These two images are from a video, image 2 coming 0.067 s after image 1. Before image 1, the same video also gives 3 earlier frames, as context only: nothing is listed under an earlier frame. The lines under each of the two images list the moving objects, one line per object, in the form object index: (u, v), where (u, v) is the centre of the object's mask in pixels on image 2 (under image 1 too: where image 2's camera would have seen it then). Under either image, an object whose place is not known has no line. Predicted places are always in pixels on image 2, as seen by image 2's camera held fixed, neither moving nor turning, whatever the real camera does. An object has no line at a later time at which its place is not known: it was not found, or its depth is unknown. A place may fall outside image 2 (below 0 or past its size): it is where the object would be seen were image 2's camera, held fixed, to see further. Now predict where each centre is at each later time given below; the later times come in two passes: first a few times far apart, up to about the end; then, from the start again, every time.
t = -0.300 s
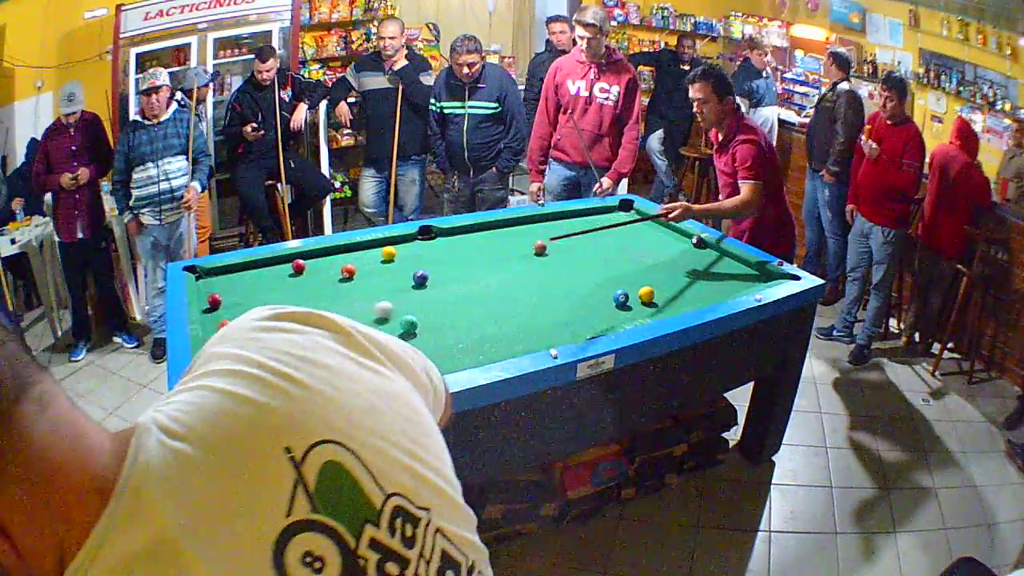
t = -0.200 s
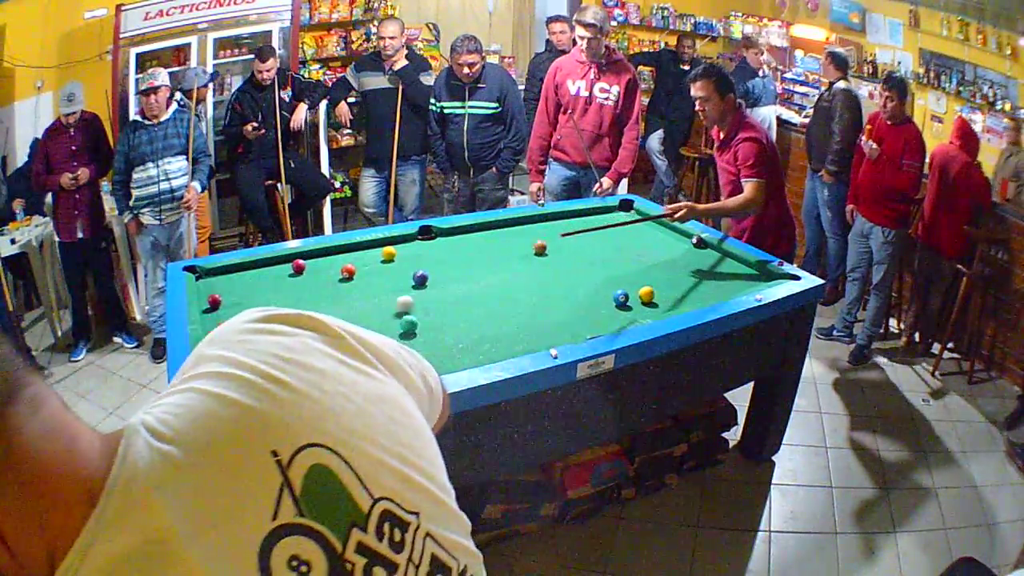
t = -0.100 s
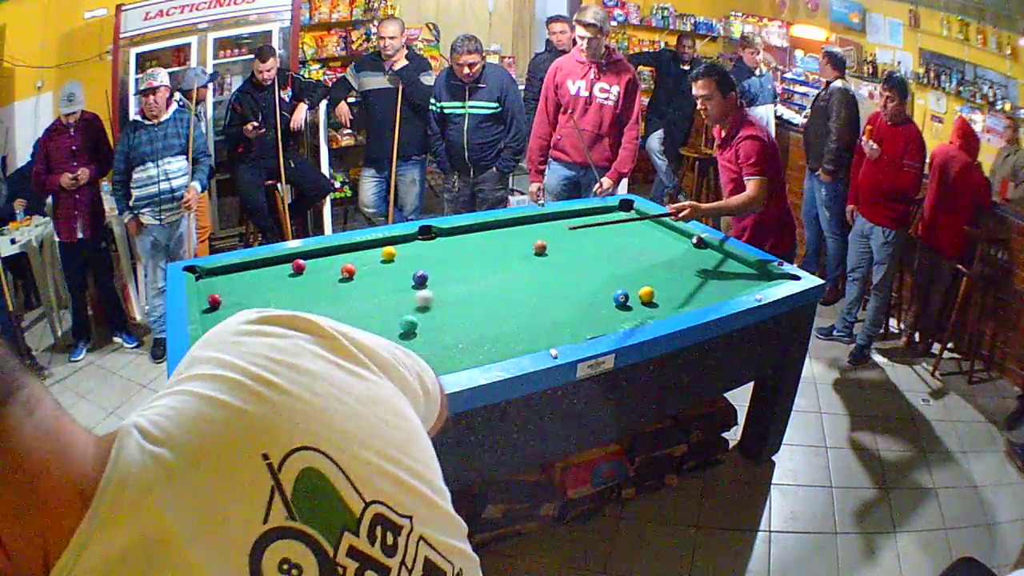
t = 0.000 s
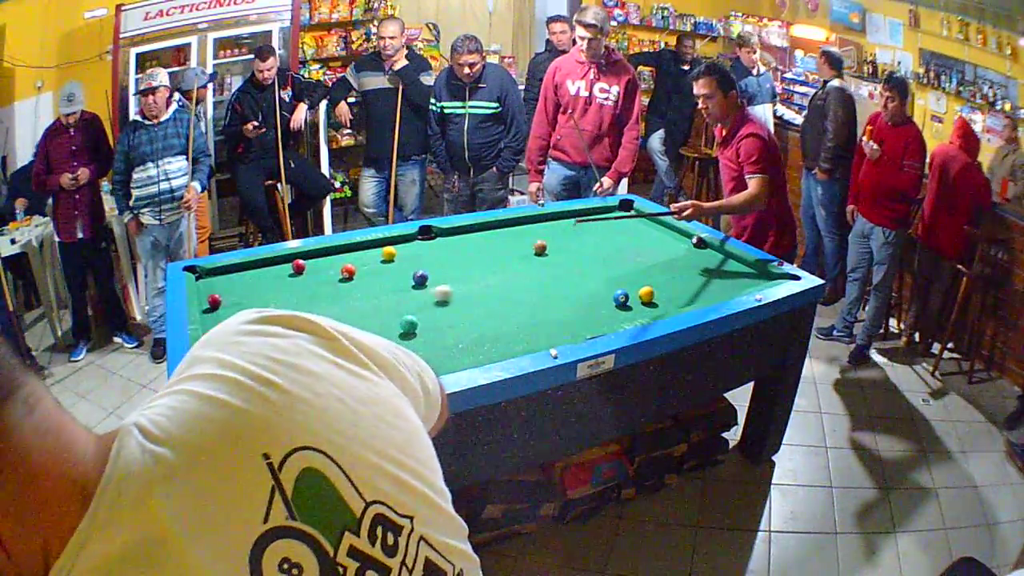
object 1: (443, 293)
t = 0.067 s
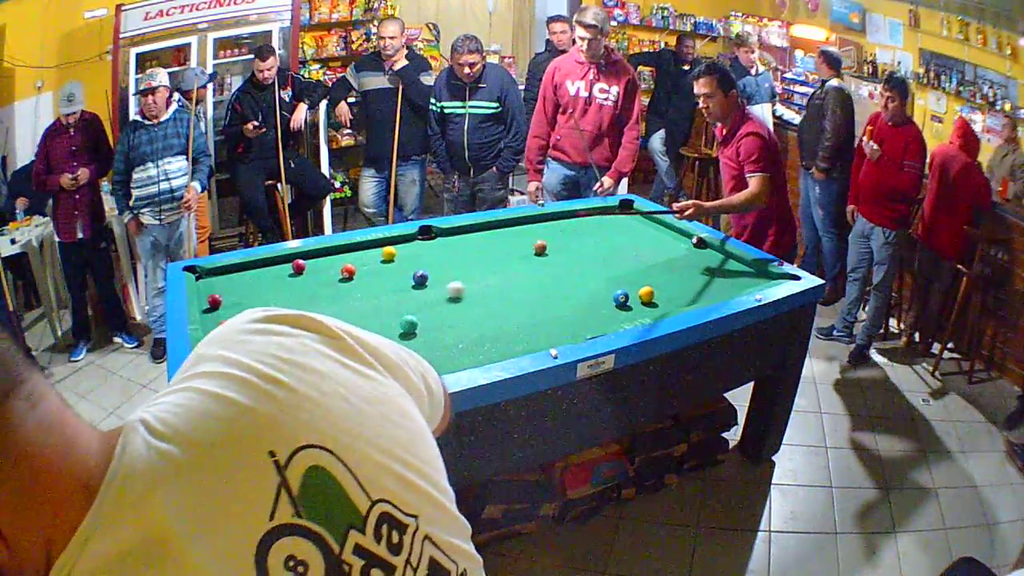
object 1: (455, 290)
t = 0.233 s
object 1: (484, 282)
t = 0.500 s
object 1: (525, 270)
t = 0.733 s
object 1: (556, 261)
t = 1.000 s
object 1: (588, 252)
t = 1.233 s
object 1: (613, 245)
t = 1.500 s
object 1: (636, 238)
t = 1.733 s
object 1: (654, 234)
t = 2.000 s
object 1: (670, 228)
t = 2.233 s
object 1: (655, 229)
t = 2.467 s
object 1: (640, 230)
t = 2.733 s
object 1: (624, 231)
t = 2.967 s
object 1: (612, 232)
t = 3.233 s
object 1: (599, 233)
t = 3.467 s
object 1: (589, 233)
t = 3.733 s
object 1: (579, 234)
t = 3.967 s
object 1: (572, 235)
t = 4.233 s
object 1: (566, 235)
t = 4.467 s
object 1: (561, 235)
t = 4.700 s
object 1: (559, 236)
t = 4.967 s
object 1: (557, 236)
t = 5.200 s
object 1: (557, 236)
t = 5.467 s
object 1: (556, 236)
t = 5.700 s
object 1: (556, 236)
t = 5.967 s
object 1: (557, 236)
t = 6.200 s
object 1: (557, 236)
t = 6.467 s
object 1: (557, 236)
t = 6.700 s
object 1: (557, 236)
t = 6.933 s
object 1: (556, 236)
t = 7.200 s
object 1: (556, 236)
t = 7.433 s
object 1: (557, 236)
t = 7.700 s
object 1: (556, 236)
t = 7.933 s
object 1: (556, 236)
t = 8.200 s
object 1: (556, 236)
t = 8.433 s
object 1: (556, 236)
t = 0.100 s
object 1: (461, 288)
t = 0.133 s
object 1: (467, 287)
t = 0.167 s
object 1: (473, 285)
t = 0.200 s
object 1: (478, 284)
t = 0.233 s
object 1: (484, 282)
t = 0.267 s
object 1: (490, 281)
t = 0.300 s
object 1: (495, 279)
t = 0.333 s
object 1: (500, 277)
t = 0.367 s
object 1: (505, 276)
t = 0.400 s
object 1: (510, 275)
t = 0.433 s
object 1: (516, 273)
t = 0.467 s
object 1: (520, 272)
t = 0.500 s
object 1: (525, 270)
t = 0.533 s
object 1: (529, 268)
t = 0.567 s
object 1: (533, 268)
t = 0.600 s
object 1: (539, 266)
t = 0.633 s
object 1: (543, 265)
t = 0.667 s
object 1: (548, 264)
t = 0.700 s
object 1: (552, 263)
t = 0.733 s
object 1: (556, 261)
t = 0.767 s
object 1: (560, 260)
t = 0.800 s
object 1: (565, 259)
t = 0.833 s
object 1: (569, 258)
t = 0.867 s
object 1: (573, 256)
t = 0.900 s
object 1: (577, 256)
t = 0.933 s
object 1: (580, 255)
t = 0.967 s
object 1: (584, 253)
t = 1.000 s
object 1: (588, 252)
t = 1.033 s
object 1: (592, 251)
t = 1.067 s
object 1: (595, 250)
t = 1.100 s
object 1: (598, 249)
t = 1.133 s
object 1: (602, 248)
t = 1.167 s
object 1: (606, 247)
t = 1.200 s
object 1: (609, 246)
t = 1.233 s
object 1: (613, 245)
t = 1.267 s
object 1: (615, 244)
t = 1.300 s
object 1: (619, 244)
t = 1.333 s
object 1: (621, 243)
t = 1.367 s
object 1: (624, 242)
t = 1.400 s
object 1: (627, 241)
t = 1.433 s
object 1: (630, 240)
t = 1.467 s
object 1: (633, 239)
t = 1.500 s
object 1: (636, 238)
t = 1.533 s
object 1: (638, 238)
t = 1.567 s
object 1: (641, 237)
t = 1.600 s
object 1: (644, 236)
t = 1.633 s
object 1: (646, 236)
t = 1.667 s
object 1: (649, 235)
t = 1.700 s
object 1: (651, 234)
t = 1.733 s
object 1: (654, 234)
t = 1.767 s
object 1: (657, 232)
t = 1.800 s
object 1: (658, 232)
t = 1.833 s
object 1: (660, 231)
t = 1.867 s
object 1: (663, 230)
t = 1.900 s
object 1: (665, 230)
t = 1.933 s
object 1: (668, 229)
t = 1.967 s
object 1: (670, 228)
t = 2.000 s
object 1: (670, 228)
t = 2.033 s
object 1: (668, 228)
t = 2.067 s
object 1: (666, 228)
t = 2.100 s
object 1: (664, 229)
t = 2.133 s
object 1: (661, 229)
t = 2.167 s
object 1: (659, 229)
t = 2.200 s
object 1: (657, 229)
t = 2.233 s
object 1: (655, 229)
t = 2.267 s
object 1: (653, 229)
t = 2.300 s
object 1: (651, 230)
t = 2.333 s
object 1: (648, 230)
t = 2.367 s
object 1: (646, 230)
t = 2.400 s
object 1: (644, 230)
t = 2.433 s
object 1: (642, 230)
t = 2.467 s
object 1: (640, 230)
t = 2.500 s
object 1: (639, 230)
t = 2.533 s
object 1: (636, 230)
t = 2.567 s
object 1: (634, 231)
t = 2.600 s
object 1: (632, 231)
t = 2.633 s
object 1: (630, 231)
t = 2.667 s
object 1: (628, 231)
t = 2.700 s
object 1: (626, 231)
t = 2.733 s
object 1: (624, 231)
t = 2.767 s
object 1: (623, 231)
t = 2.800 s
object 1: (621, 231)
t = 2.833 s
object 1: (619, 231)
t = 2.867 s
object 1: (617, 232)
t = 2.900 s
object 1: (615, 232)
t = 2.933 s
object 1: (614, 232)
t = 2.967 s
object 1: (612, 232)
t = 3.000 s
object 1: (610, 232)
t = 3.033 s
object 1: (608, 232)
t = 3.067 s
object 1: (607, 232)
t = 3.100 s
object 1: (605, 232)
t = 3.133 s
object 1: (604, 232)
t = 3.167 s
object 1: (602, 232)
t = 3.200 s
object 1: (600, 232)
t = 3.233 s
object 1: (599, 233)
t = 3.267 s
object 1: (598, 233)
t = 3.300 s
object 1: (596, 233)
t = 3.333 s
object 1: (595, 233)
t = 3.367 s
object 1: (593, 233)
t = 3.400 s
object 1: (592, 233)
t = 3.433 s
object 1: (590, 233)
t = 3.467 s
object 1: (589, 233)
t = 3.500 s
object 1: (588, 233)
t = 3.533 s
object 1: (586, 234)
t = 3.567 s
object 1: (585, 234)
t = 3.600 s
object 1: (584, 234)
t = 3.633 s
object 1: (583, 234)
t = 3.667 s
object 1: (581, 234)
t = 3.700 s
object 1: (580, 234)
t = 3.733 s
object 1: (579, 234)
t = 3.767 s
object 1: (578, 234)
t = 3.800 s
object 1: (577, 234)
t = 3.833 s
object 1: (576, 234)
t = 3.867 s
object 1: (575, 234)
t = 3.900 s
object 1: (574, 234)
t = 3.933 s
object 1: (573, 235)
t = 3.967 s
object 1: (572, 235)
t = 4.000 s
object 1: (571, 235)
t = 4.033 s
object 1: (570, 235)
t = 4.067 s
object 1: (570, 235)
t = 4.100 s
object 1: (569, 235)
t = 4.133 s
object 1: (568, 235)
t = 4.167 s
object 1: (567, 235)
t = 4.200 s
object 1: (566, 235)
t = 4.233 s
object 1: (566, 235)
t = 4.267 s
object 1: (565, 235)
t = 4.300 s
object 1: (564, 235)
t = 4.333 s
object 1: (564, 235)
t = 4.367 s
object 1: (563, 235)
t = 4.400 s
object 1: (563, 235)
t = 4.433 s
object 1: (562, 235)
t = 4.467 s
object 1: (561, 235)
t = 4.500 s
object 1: (561, 235)
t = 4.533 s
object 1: (561, 235)
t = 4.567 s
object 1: (560, 236)
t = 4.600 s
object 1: (560, 236)
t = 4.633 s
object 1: (559, 236)
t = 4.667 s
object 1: (559, 236)
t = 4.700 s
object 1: (559, 236)
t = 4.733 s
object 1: (559, 236)
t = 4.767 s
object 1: (558, 236)
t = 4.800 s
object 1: (558, 236)
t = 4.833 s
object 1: (558, 236)
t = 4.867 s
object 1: (558, 236)
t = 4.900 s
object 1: (558, 236)
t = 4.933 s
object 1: (557, 236)
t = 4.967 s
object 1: (557, 236)
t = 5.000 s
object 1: (557, 236)
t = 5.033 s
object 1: (557, 236)
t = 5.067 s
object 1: (557, 236)
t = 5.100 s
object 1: (557, 236)
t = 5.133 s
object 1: (557, 236)
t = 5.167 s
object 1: (557, 236)
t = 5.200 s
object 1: (557, 236)
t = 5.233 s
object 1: (556, 236)
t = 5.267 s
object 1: (556, 236)
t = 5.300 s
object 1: (556, 236)
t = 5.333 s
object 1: (556, 236)
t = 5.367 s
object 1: (556, 236)
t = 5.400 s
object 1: (556, 236)
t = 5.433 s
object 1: (556, 236)
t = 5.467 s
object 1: (556, 236)
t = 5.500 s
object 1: (556, 236)
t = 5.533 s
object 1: (556, 236)
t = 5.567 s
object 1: (556, 236)
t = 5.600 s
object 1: (556, 236)
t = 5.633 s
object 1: (556, 236)
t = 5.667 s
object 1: (556, 236)
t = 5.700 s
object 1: (556, 236)
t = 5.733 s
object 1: (556, 236)
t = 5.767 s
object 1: (556, 236)
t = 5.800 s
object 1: (556, 236)
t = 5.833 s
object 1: (557, 236)
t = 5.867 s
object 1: (557, 236)
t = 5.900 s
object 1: (557, 236)
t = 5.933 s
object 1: (557, 236)
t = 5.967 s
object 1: (557, 236)
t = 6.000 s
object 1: (557, 236)
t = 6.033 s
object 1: (557, 236)
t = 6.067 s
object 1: (557, 236)
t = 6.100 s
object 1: (557, 236)
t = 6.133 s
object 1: (557, 236)
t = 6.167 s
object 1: (557, 236)
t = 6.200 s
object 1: (557, 236)
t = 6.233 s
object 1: (557, 236)
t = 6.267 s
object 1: (557, 236)
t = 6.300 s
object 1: (557, 236)
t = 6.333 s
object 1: (557, 236)
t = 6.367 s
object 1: (557, 236)
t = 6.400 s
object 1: (557, 236)
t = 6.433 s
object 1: (557, 236)
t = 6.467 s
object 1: (557, 236)
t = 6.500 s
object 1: (557, 236)
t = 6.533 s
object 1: (557, 236)
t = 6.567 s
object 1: (557, 236)
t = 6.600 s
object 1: (557, 236)
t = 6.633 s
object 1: (557, 236)
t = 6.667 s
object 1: (557, 236)
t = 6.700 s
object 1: (557, 236)
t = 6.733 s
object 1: (557, 236)
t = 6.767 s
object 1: (557, 236)
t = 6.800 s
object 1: (557, 236)
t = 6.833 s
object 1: (556, 236)
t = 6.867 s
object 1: (556, 236)
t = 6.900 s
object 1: (556, 236)
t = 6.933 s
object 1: (556, 236)
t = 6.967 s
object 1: (556, 236)
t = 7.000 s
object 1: (556, 236)
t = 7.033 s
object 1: (556, 236)
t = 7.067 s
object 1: (556, 236)
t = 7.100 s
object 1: (556, 236)
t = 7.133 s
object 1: (556, 236)
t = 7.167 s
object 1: (556, 236)
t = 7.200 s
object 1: (556, 236)
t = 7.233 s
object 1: (556, 236)
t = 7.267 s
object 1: (556, 236)
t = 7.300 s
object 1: (557, 236)
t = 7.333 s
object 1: (557, 236)
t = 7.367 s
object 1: (557, 236)
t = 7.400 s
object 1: (557, 236)
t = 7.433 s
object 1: (557, 236)
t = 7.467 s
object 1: (557, 236)
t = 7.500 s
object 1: (556, 236)
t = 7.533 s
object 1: (556, 236)
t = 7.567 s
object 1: (556, 236)
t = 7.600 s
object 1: (556, 236)
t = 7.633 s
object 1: (556, 236)
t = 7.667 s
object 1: (556, 236)
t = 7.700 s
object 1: (556, 236)
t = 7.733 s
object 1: (556, 236)
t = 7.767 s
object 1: (556, 236)
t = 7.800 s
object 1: (556, 236)
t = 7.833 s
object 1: (556, 236)
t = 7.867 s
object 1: (556, 236)
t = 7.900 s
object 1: (556, 236)
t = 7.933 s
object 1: (556, 236)
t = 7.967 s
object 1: (556, 236)
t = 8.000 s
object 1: (557, 236)
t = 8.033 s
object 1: (557, 236)
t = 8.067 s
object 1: (557, 236)
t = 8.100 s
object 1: (556, 236)
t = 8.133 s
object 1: (556, 236)
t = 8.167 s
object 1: (556, 236)
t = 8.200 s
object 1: (556, 236)
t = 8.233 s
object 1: (556, 236)
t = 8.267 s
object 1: (556, 236)
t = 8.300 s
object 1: (556, 236)
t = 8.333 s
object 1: (556, 236)
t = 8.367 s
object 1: (556, 236)
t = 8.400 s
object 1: (556, 236)
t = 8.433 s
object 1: (556, 236)
